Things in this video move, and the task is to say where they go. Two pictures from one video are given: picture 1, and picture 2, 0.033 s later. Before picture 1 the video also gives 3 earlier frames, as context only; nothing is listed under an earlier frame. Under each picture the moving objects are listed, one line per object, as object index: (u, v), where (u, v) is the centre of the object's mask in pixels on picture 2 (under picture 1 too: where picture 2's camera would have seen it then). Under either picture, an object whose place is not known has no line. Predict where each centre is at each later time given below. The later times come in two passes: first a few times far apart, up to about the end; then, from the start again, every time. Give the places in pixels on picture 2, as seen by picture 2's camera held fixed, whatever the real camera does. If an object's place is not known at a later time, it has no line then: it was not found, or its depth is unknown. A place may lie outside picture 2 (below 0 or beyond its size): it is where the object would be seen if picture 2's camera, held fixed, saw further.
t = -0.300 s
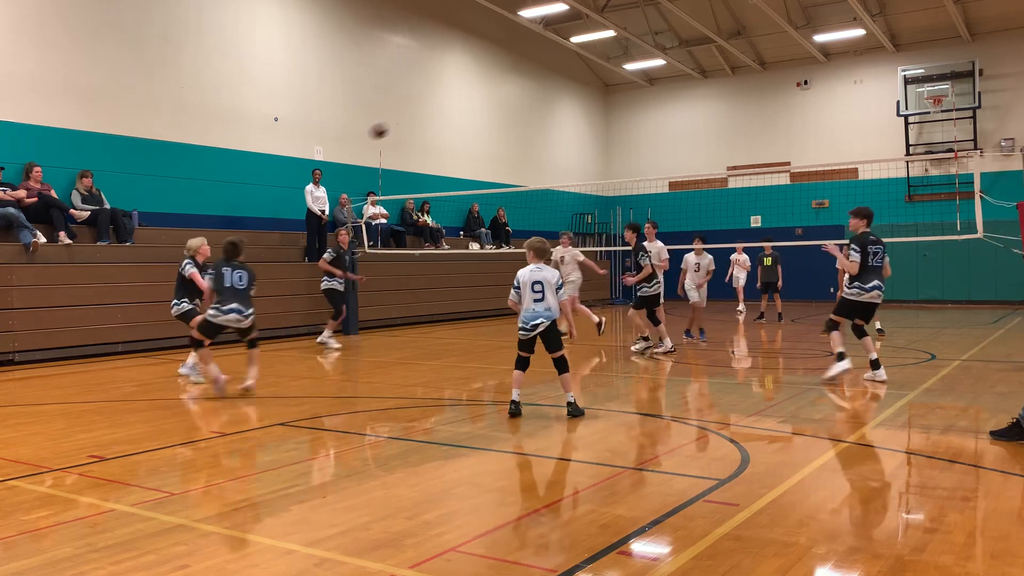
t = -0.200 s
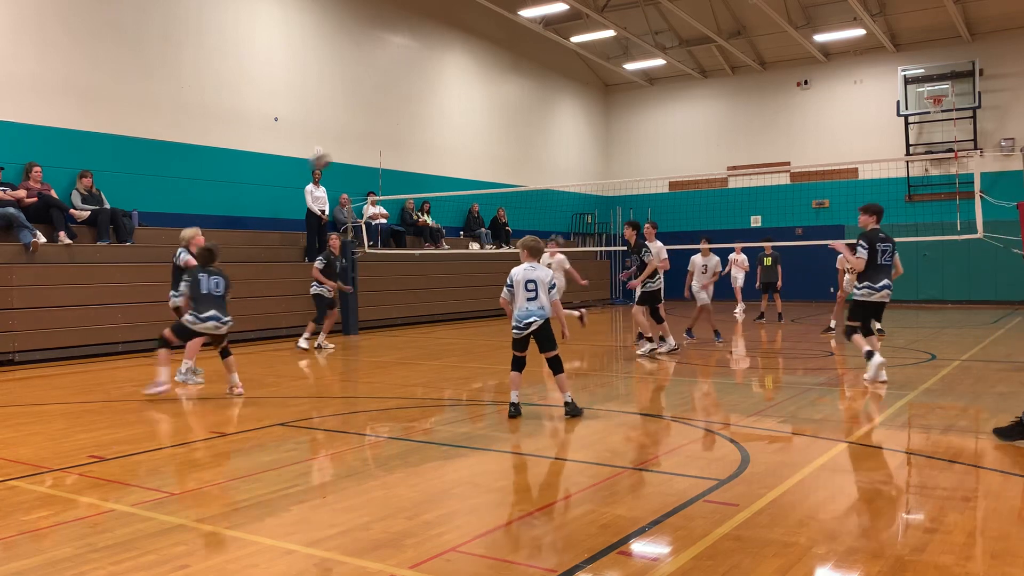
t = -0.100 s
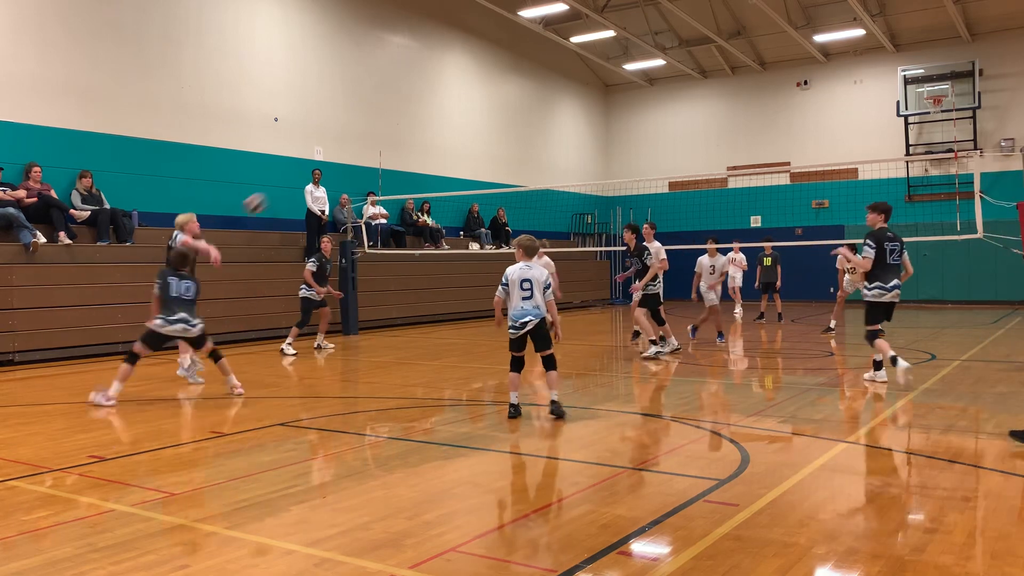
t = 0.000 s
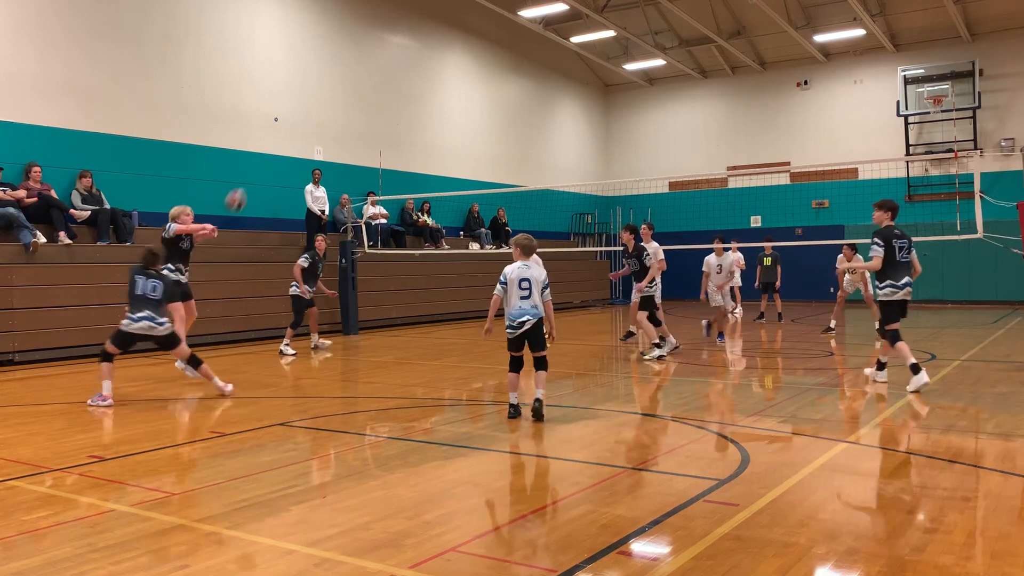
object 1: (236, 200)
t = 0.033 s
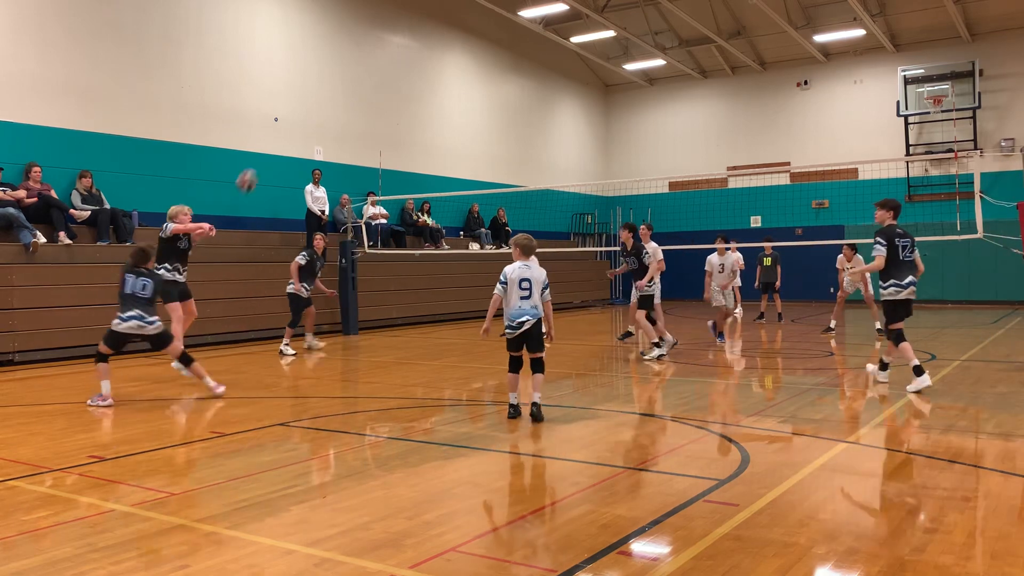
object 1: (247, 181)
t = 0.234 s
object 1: (309, 93)
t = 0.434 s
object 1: (365, 49)
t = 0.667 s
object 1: (424, 43)
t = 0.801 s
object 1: (454, 59)
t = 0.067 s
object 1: (257, 163)
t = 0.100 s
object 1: (269, 147)
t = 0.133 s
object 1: (279, 132)
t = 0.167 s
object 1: (289, 117)
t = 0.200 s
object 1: (300, 105)
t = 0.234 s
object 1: (309, 93)
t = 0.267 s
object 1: (319, 83)
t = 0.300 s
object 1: (329, 74)
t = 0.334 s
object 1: (338, 65)
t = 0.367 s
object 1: (347, 59)
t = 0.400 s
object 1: (356, 54)
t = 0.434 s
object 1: (365, 49)
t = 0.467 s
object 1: (374, 45)
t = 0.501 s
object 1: (382, 42)
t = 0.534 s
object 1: (391, 41)
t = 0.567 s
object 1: (399, 40)
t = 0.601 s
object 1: (408, 39)
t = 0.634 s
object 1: (416, 41)
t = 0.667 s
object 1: (424, 43)
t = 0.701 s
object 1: (431, 46)
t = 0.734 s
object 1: (439, 49)
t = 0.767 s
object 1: (447, 53)
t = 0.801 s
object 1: (454, 59)
